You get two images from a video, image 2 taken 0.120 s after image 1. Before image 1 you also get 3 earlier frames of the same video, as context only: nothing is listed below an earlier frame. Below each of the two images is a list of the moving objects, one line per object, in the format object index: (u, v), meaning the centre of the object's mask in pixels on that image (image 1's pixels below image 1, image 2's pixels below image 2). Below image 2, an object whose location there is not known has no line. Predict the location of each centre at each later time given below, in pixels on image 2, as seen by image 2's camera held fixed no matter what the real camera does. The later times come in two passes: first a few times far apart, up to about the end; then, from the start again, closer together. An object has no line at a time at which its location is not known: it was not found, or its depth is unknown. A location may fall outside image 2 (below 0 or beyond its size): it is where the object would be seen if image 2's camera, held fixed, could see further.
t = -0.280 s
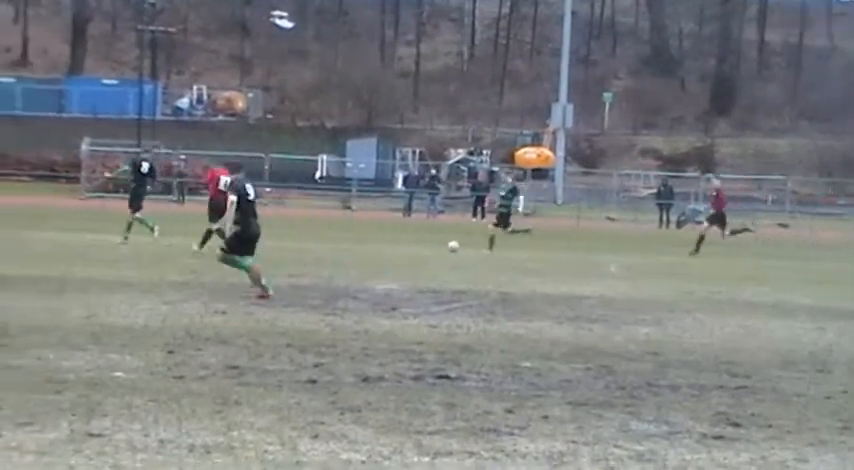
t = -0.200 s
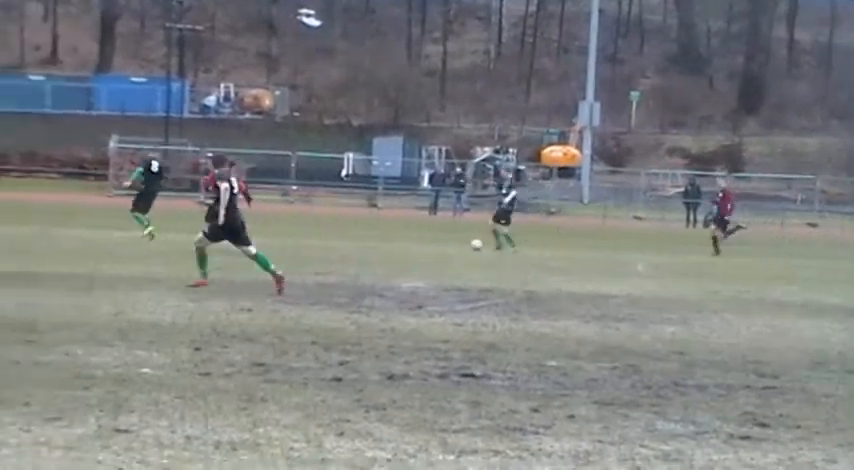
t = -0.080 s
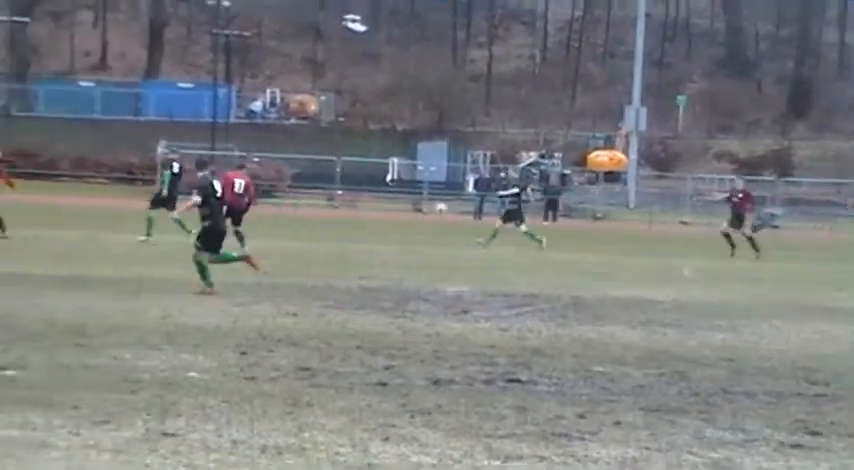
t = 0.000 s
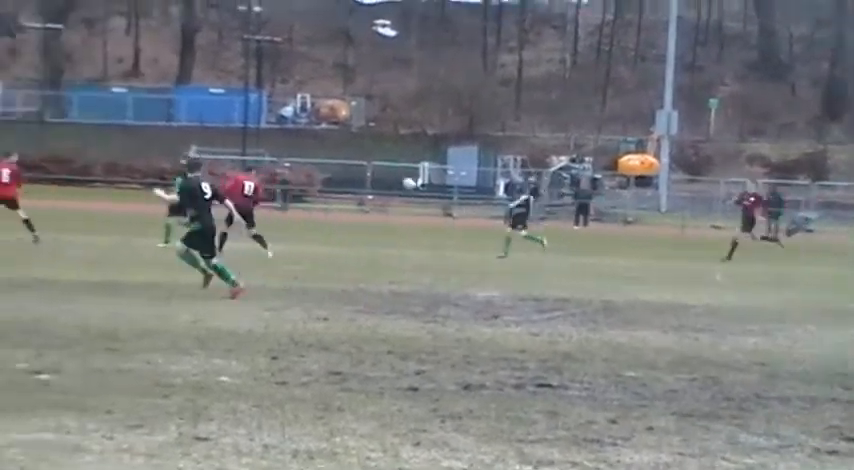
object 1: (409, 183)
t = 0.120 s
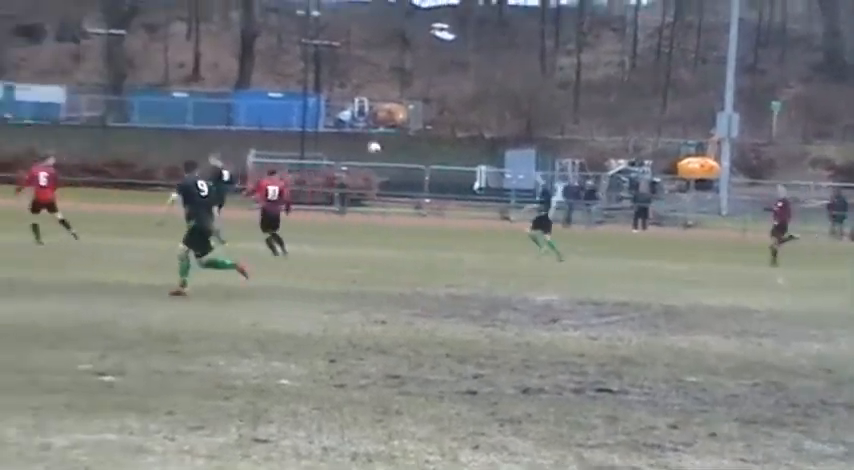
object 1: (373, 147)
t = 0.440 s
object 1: (131, 70)
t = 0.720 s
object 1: (-90, 40)
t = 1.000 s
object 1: (-333, 51)
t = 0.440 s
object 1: (131, 70)
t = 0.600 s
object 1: (6, 48)
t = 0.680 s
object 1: (-58, 42)
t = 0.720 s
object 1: (-90, 40)
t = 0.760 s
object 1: (-123, 38)
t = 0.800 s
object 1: (-157, 38)
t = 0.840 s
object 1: (-190, 38)
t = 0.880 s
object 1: (-226, 43)
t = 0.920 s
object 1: (-261, 42)
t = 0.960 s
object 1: (-297, 46)
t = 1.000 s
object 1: (-333, 51)
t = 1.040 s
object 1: (-370, 56)
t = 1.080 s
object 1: (-407, 64)
